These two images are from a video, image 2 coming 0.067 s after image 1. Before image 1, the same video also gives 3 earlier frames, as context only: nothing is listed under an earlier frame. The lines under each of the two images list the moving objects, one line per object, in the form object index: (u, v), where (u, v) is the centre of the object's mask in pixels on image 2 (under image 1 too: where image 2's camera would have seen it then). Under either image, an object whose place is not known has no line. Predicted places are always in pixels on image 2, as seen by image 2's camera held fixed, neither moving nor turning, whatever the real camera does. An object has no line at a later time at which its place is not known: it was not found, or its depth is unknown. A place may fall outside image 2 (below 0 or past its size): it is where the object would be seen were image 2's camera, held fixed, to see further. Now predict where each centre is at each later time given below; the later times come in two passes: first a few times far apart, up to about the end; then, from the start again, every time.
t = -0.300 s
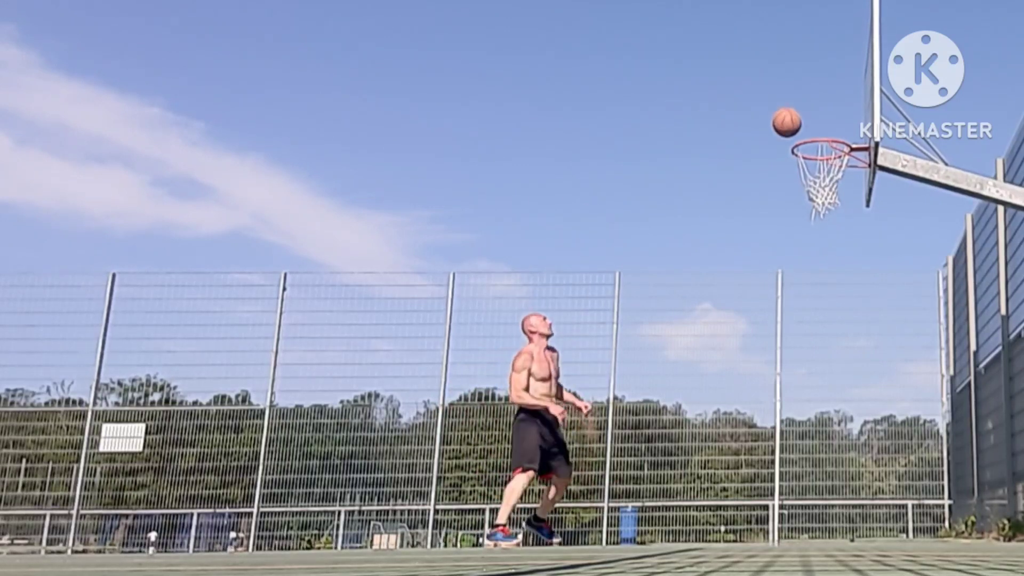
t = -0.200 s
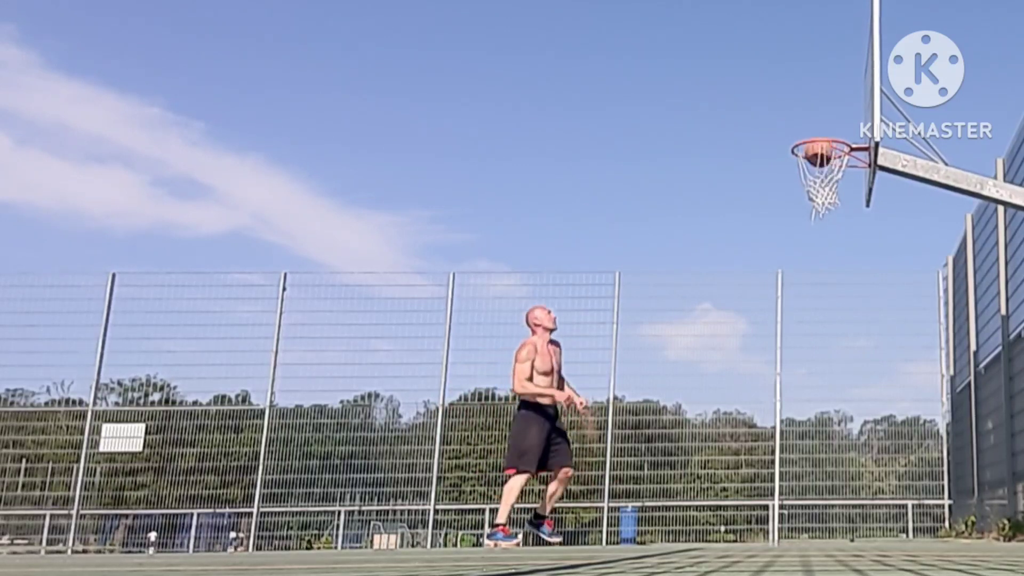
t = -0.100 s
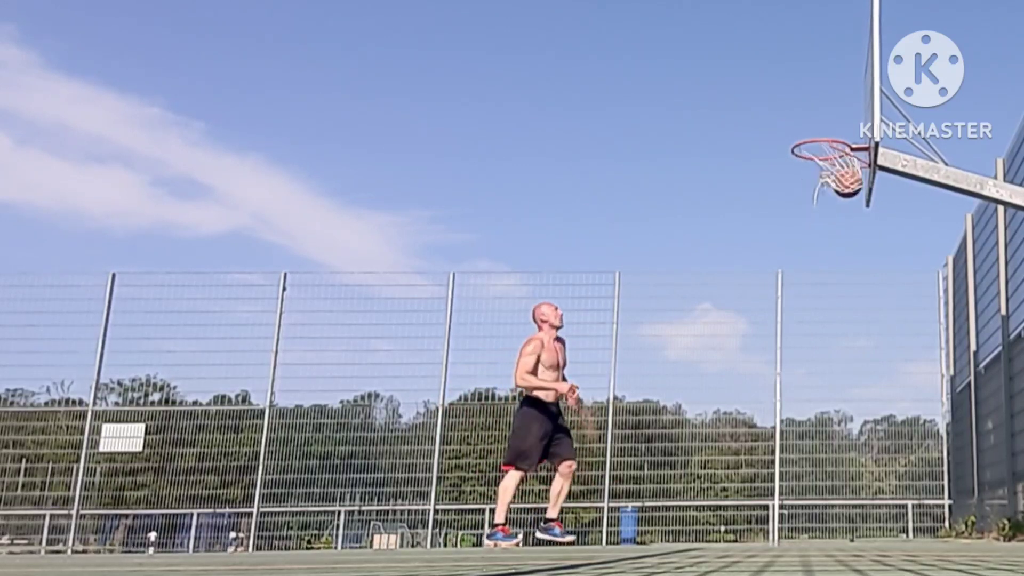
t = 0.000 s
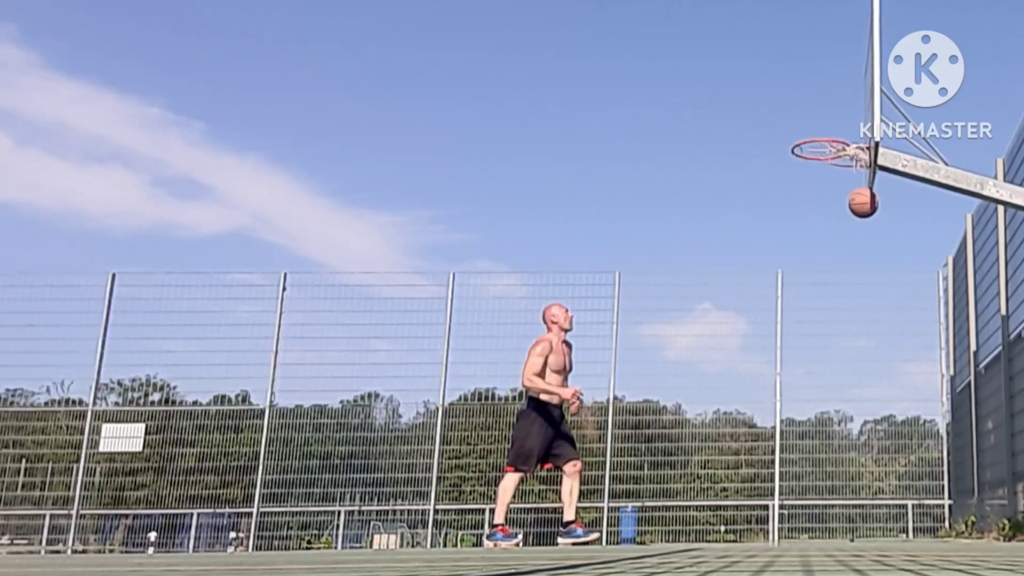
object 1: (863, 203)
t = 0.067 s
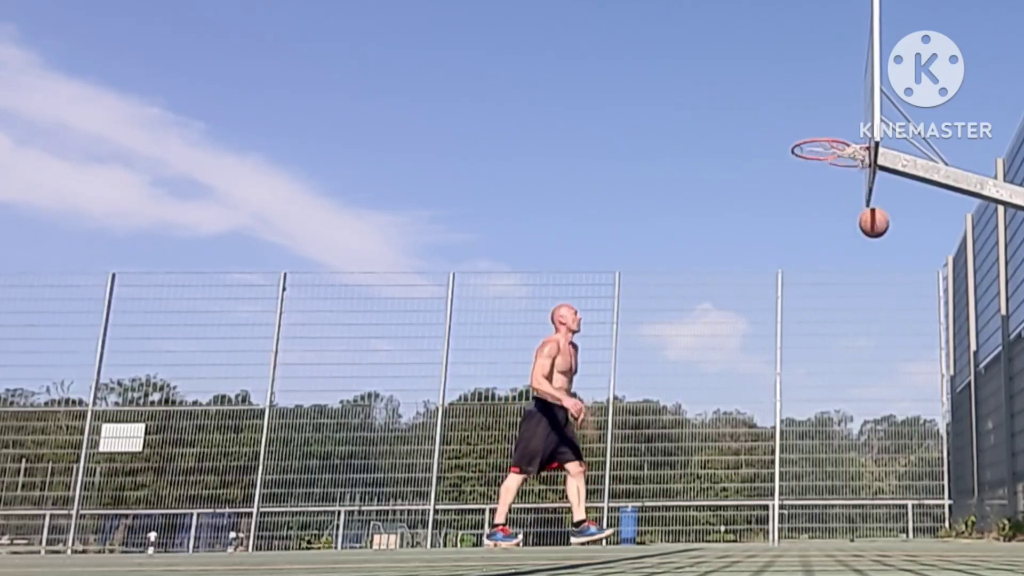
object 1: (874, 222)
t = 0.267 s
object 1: (907, 317)
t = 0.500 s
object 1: (953, 501)
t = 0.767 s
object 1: (939, 368)
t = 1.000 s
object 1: (923, 288)
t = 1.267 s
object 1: (909, 279)
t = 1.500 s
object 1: (897, 345)
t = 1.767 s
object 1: (885, 513)
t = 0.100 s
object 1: (879, 235)
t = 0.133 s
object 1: (884, 248)
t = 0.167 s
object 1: (890, 263)
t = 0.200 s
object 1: (896, 280)
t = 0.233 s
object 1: (901, 297)
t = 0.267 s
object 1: (907, 317)
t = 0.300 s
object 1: (913, 338)
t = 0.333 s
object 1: (920, 361)
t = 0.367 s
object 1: (926, 385)
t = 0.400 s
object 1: (932, 411)
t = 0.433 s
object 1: (939, 439)
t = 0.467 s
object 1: (946, 469)
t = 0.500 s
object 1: (953, 501)
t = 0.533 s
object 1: (958, 523)
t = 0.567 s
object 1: (955, 496)
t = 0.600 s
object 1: (952, 470)
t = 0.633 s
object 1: (950, 446)
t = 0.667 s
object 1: (947, 424)
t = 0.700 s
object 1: (945, 404)
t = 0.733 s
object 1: (941, 385)
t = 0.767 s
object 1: (939, 368)
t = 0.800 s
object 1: (937, 352)
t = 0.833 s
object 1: (934, 338)
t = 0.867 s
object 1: (932, 325)
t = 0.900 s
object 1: (930, 314)
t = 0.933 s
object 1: (927, 303)
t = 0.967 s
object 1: (925, 295)
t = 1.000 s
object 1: (923, 288)
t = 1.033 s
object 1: (921, 282)
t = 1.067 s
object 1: (919, 277)
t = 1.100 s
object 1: (917, 274)
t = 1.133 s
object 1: (916, 272)
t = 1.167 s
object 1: (914, 272)
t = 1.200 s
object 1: (912, 273)
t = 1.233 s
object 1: (910, 275)
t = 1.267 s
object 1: (909, 279)
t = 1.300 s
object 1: (907, 284)
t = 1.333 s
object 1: (905, 290)
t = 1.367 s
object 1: (903, 298)
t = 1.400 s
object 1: (902, 308)
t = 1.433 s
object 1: (900, 319)
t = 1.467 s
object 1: (899, 331)
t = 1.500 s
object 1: (897, 345)
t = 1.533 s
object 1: (895, 360)
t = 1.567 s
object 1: (894, 376)
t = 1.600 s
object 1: (892, 395)
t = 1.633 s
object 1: (891, 415)
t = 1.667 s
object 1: (889, 437)
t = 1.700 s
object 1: (888, 460)
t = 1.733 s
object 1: (886, 485)
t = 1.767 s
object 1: (885, 513)
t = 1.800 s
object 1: (884, 517)
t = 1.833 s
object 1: (883, 494)
